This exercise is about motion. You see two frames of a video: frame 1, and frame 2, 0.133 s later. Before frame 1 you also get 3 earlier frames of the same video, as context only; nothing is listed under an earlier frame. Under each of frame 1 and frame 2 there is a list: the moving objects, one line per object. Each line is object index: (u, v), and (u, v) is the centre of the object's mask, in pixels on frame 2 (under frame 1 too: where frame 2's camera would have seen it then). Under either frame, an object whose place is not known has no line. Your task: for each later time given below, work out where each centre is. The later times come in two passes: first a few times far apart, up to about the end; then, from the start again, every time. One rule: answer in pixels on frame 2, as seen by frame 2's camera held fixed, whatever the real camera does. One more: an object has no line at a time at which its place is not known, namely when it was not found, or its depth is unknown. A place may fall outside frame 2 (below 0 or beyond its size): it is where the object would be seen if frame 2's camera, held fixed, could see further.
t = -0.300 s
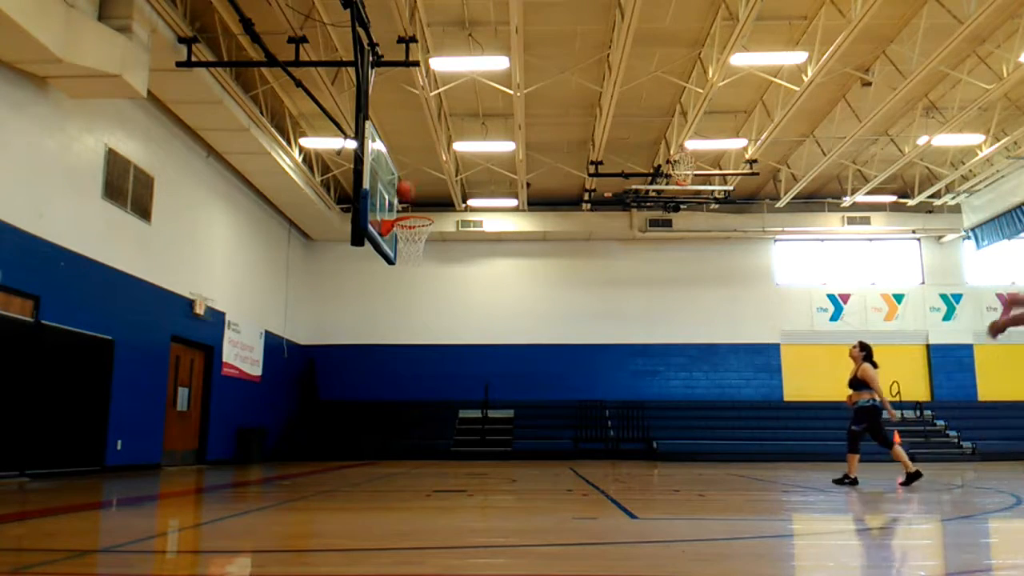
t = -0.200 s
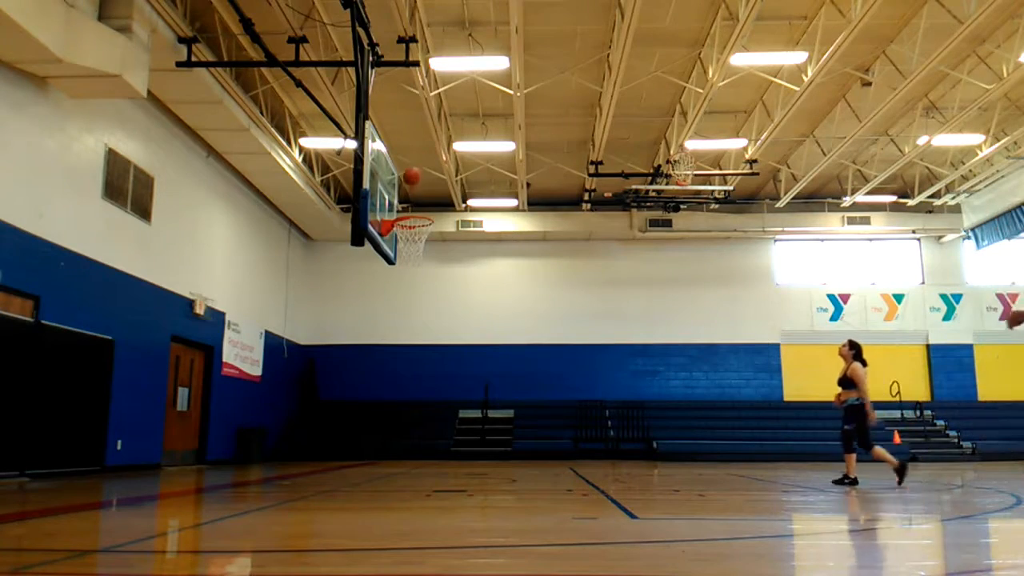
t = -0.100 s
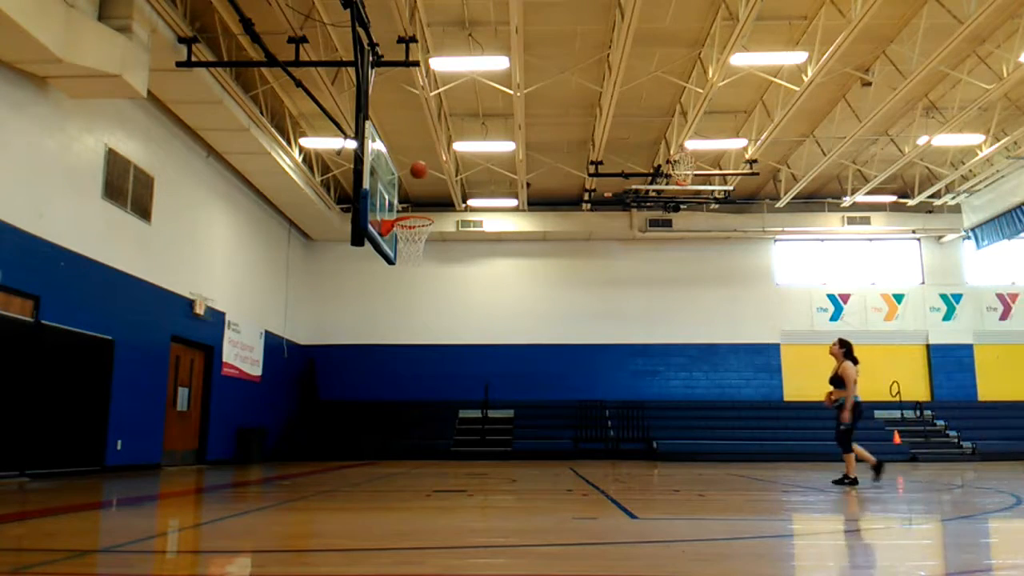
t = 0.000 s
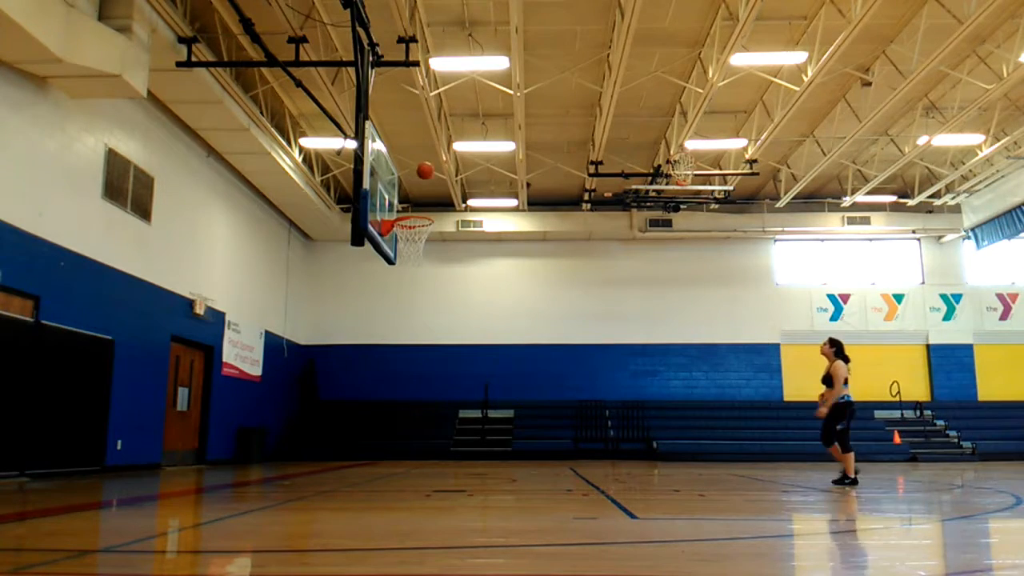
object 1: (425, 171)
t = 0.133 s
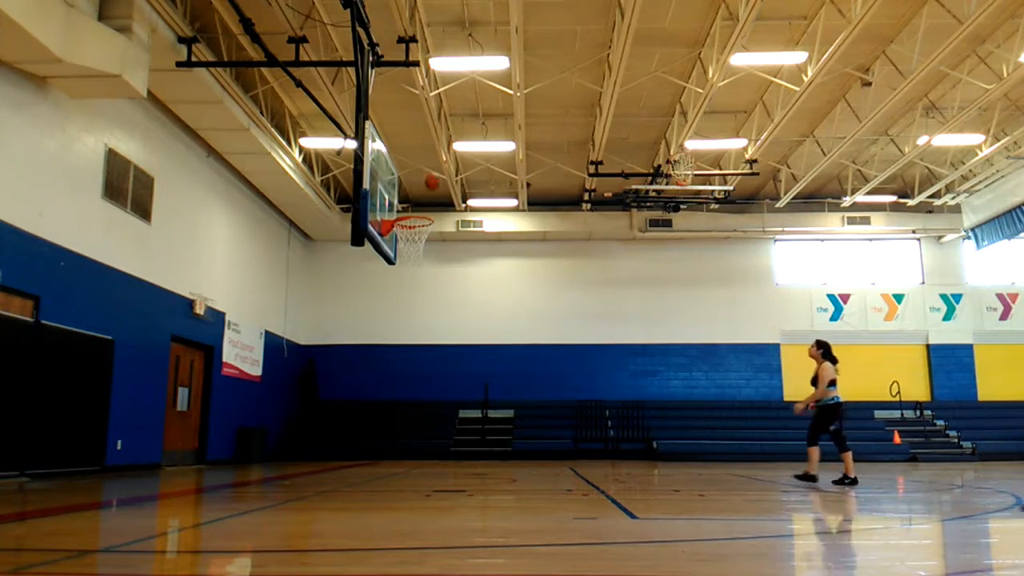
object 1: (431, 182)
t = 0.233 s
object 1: (440, 197)
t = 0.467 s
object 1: (449, 256)
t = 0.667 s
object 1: (458, 330)
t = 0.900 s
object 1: (468, 439)
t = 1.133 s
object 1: (470, 402)
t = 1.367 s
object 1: (471, 361)
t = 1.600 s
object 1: (471, 354)
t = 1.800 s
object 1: (471, 373)
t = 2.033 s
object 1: (472, 421)
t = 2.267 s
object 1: (472, 439)
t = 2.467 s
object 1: (473, 412)
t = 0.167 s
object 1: (434, 186)
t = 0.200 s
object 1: (436, 190)
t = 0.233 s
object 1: (440, 197)
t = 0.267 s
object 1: (440, 203)
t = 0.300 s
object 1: (441, 210)
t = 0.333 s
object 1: (442, 218)
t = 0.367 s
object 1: (444, 228)
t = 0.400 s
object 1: (446, 237)
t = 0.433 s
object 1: (447, 245)
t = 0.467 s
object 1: (449, 256)
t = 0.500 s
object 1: (451, 267)
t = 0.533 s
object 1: (452, 278)
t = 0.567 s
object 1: (453, 290)
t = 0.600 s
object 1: (455, 303)
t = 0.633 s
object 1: (456, 316)
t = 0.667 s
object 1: (458, 330)
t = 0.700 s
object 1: (459, 345)
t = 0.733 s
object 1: (462, 358)
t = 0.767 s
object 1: (463, 374)
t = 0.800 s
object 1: (464, 390)
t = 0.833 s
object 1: (466, 405)
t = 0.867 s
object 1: (466, 424)
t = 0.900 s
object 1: (468, 439)
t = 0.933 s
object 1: (469, 456)
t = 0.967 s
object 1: (469, 456)
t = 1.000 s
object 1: (469, 444)
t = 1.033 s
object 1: (470, 433)
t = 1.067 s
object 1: (469, 422)
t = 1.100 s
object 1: (470, 412)
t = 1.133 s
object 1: (470, 402)
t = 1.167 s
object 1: (470, 394)
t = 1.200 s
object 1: (470, 387)
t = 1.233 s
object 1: (471, 379)
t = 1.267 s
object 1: (471, 374)
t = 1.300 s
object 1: (471, 369)
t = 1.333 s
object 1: (471, 364)
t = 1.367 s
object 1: (471, 361)
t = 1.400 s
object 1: (471, 359)
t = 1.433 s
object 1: (471, 356)
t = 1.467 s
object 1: (471, 355)
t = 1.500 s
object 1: (471, 354)
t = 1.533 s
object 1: (471, 354)
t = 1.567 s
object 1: (471, 354)
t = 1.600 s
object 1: (471, 354)
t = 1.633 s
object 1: (471, 355)
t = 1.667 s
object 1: (471, 358)
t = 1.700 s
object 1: (471, 360)
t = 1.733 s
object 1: (471, 365)
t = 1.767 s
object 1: (471, 368)
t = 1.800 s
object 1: (471, 373)
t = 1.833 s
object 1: (471, 378)
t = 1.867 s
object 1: (472, 384)
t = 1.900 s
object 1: (472, 391)
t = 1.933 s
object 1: (472, 398)
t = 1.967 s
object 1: (471, 405)
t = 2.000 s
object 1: (472, 414)
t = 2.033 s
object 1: (472, 421)
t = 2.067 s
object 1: (471, 429)
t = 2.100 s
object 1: (472, 441)
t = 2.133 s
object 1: (471, 451)
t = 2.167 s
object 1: (471, 459)
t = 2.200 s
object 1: (471, 453)
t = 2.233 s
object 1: (472, 445)
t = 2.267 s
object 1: (472, 439)
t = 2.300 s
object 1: (473, 432)
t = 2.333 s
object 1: (472, 428)
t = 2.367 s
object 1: (472, 422)
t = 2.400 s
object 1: (473, 420)
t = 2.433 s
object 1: (473, 416)
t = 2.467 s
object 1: (473, 412)
